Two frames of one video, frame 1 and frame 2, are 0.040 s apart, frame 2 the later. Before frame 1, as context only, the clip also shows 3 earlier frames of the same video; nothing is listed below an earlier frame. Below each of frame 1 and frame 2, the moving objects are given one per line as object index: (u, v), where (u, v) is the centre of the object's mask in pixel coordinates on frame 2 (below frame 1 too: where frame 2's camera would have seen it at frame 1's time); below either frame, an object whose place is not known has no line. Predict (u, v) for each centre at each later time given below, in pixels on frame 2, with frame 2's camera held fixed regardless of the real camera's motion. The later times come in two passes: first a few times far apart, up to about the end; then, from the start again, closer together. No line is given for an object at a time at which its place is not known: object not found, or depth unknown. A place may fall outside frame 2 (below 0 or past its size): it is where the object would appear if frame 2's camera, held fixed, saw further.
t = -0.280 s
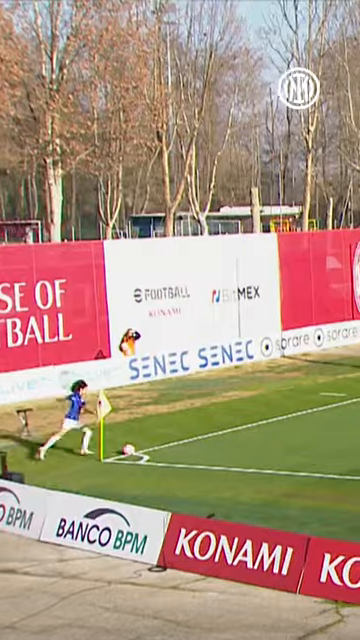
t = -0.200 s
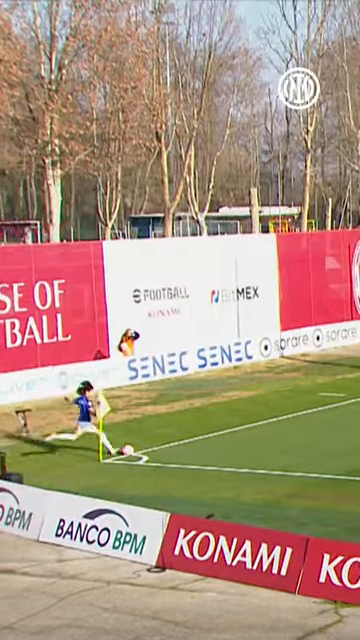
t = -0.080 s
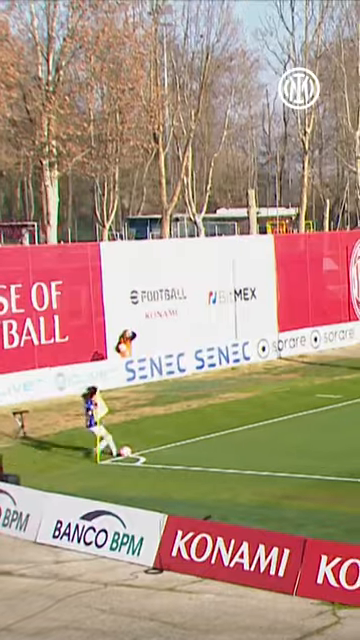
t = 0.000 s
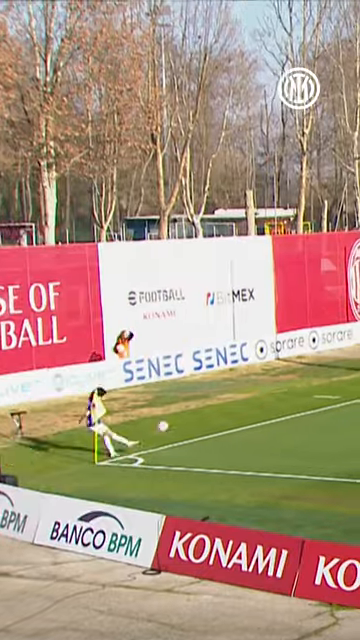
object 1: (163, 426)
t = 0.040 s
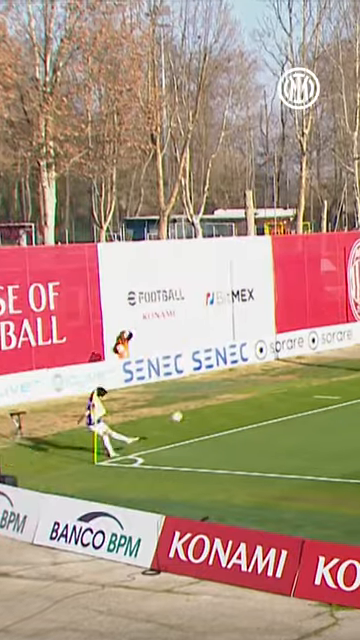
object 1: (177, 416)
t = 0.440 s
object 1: (381, 291)
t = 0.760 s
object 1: (501, 233)
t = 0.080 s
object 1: (204, 398)
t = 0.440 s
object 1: (381, 291)
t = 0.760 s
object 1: (501, 233)
